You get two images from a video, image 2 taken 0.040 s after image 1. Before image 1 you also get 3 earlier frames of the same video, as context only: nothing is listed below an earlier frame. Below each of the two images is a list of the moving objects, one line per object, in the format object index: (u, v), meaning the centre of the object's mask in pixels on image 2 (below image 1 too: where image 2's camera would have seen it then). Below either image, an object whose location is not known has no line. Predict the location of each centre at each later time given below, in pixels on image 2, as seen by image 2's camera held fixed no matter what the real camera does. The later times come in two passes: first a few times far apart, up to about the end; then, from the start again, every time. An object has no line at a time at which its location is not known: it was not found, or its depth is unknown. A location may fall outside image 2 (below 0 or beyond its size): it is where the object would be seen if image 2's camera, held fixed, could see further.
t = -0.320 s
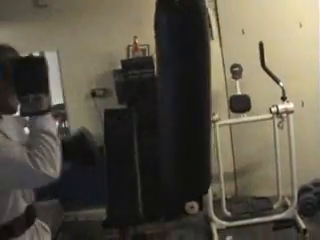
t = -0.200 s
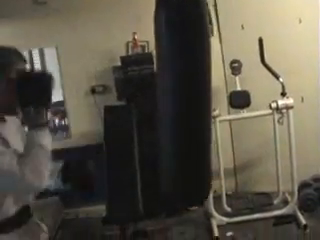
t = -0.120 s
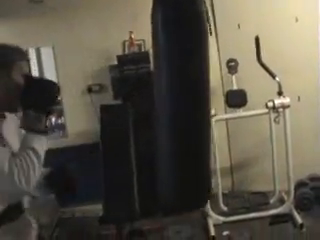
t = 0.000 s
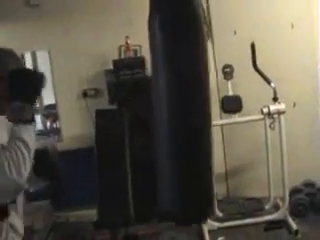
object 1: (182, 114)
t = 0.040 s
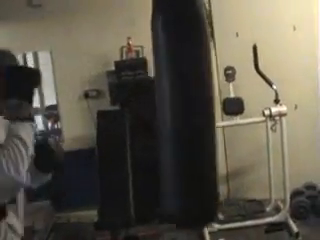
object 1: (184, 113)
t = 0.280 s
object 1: (200, 117)
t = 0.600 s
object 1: (225, 123)
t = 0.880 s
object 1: (229, 112)
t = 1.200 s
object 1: (214, 103)
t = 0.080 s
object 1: (187, 114)
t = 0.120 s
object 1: (191, 114)
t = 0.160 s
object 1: (193, 116)
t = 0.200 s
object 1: (196, 116)
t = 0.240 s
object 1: (197, 116)
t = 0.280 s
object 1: (200, 117)
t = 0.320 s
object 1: (204, 119)
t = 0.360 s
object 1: (208, 121)
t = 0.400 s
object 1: (211, 120)
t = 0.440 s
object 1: (217, 118)
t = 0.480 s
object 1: (220, 121)
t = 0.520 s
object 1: (222, 122)
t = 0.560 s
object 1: (226, 122)
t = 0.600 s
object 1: (225, 123)
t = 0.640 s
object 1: (229, 121)
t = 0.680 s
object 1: (230, 120)
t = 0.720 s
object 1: (230, 119)
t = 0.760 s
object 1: (231, 118)
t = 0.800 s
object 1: (230, 116)
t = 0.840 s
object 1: (230, 115)
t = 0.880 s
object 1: (229, 112)
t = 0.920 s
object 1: (228, 109)
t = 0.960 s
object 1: (227, 107)
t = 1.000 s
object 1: (225, 106)
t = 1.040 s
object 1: (223, 106)
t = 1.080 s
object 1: (221, 104)
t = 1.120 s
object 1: (219, 103)
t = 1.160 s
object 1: (217, 103)
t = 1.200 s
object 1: (214, 103)
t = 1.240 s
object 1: (212, 103)
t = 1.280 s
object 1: (209, 102)
